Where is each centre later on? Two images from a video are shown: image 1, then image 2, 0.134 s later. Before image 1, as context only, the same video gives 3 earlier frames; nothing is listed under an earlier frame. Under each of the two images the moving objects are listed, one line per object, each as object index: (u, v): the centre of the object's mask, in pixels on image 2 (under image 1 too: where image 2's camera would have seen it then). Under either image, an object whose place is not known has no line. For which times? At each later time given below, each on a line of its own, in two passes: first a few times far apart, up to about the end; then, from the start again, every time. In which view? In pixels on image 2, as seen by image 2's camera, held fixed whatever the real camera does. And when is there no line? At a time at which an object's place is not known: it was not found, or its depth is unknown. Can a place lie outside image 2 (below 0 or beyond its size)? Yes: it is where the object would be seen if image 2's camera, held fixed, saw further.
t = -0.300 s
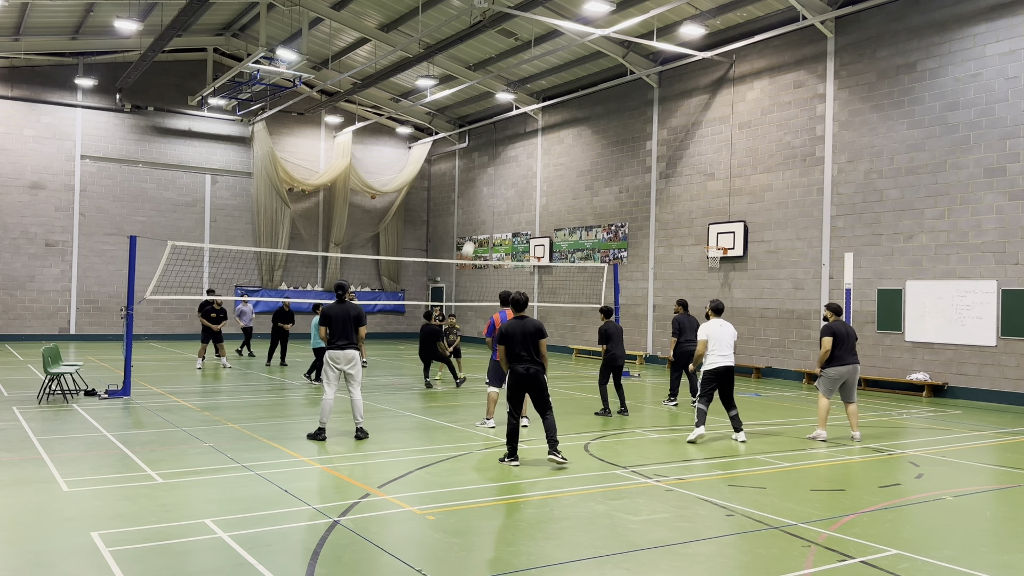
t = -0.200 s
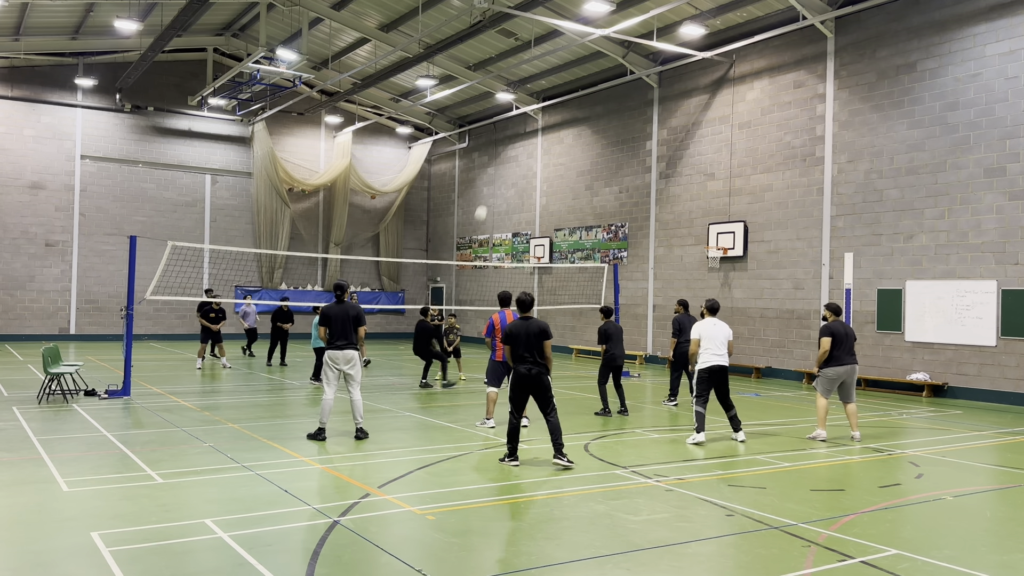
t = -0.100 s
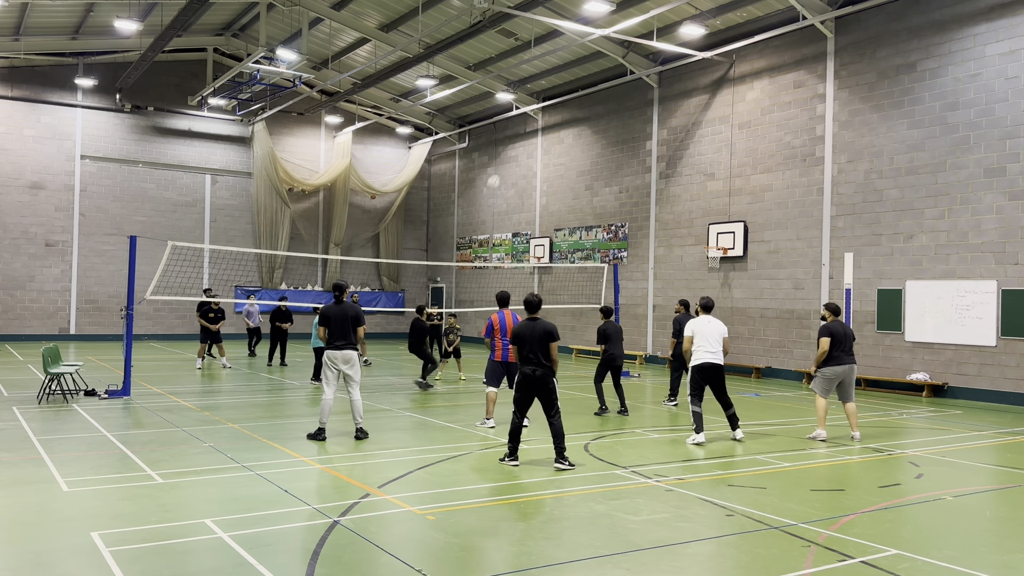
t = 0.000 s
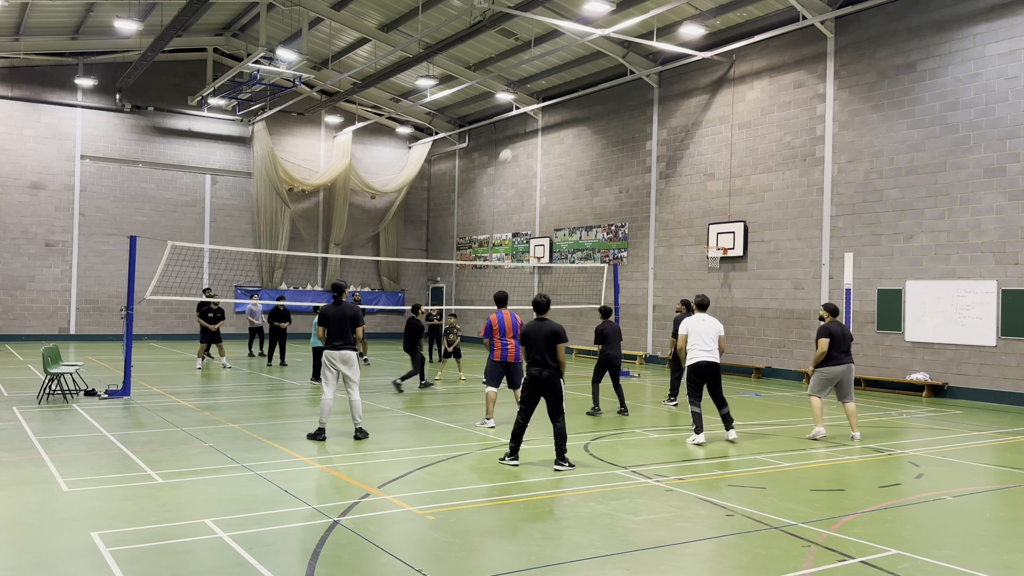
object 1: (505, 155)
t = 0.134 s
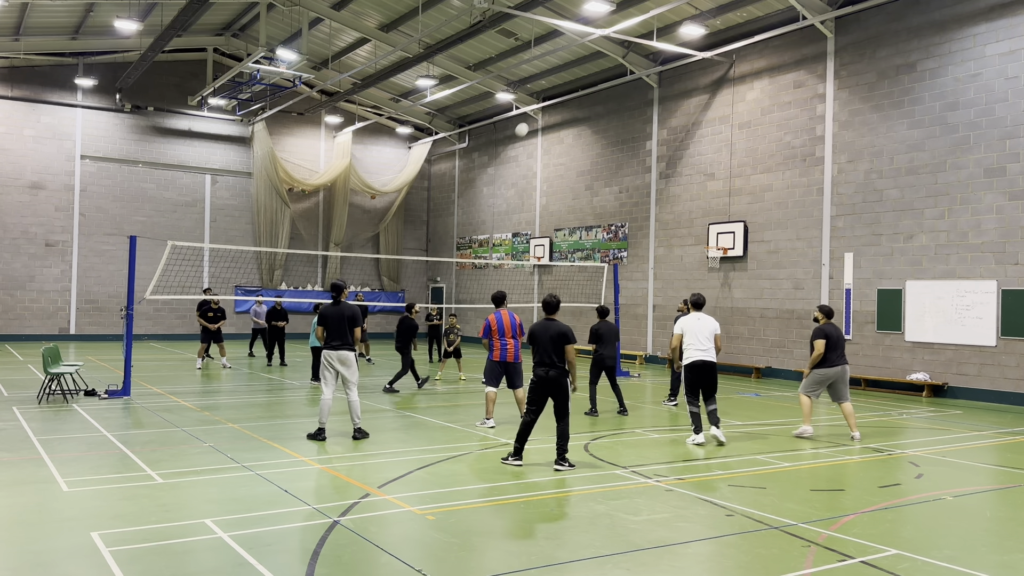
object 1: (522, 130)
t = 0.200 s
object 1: (530, 120)
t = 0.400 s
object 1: (555, 106)
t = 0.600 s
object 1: (579, 115)
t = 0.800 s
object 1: (604, 149)
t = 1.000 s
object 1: (628, 208)
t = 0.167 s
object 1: (525, 125)
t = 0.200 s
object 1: (530, 120)
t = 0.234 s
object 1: (534, 116)
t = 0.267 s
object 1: (538, 113)
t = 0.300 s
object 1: (542, 110)
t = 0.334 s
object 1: (547, 109)
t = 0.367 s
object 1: (550, 107)
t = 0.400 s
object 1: (555, 106)
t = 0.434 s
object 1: (559, 106)
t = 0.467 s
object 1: (563, 106)
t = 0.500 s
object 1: (567, 107)
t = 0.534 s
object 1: (571, 109)
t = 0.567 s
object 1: (575, 112)
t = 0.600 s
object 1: (579, 115)
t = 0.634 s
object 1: (583, 119)
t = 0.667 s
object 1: (588, 123)
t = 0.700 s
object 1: (592, 129)
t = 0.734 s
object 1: (596, 134)
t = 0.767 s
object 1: (600, 141)
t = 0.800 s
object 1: (604, 149)
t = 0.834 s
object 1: (608, 157)
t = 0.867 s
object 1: (612, 165)
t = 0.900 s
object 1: (616, 175)
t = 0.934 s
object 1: (620, 185)
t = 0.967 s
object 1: (624, 196)
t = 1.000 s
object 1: (628, 208)
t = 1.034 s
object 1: (632, 221)
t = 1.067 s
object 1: (636, 233)
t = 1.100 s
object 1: (639, 247)
